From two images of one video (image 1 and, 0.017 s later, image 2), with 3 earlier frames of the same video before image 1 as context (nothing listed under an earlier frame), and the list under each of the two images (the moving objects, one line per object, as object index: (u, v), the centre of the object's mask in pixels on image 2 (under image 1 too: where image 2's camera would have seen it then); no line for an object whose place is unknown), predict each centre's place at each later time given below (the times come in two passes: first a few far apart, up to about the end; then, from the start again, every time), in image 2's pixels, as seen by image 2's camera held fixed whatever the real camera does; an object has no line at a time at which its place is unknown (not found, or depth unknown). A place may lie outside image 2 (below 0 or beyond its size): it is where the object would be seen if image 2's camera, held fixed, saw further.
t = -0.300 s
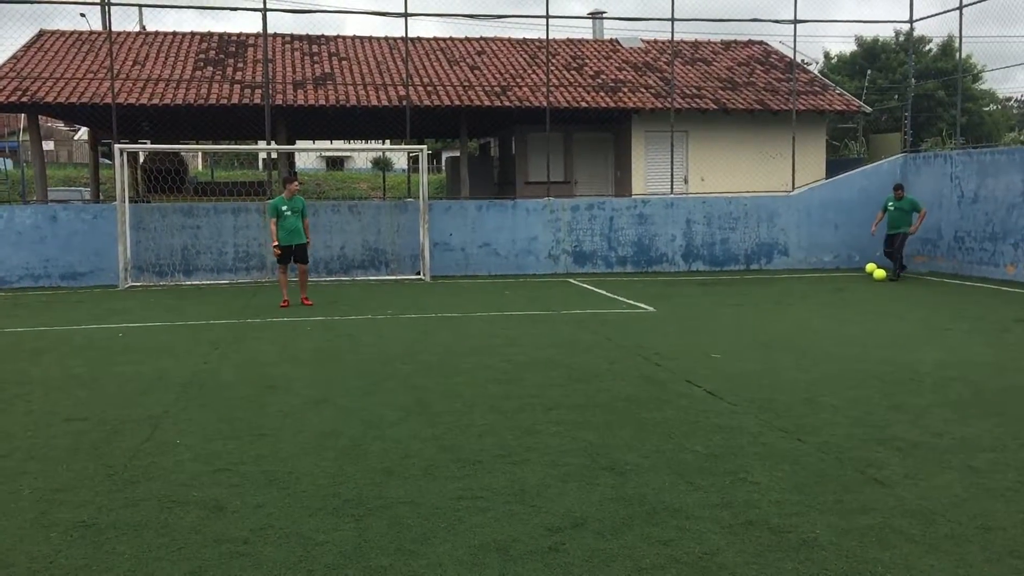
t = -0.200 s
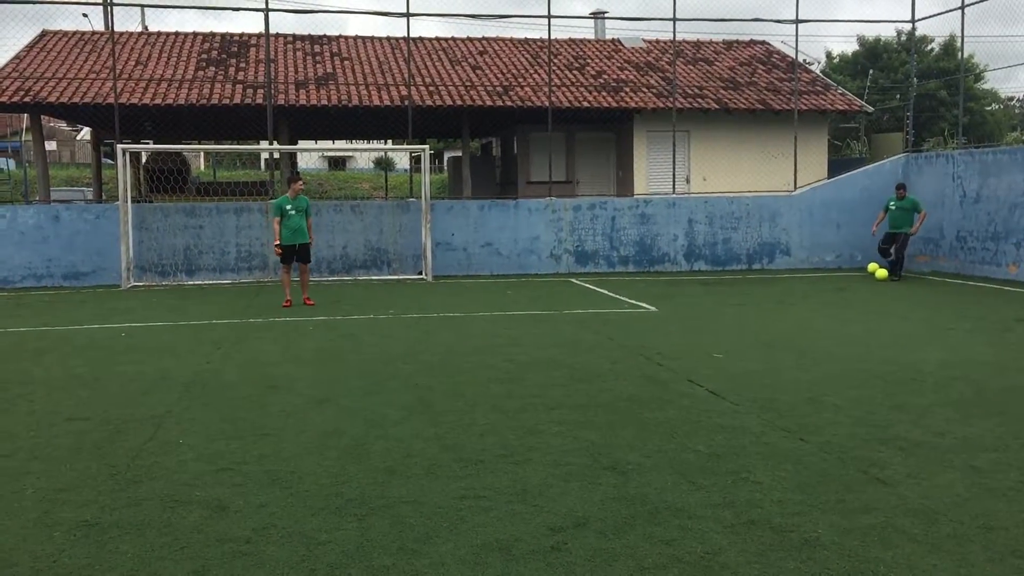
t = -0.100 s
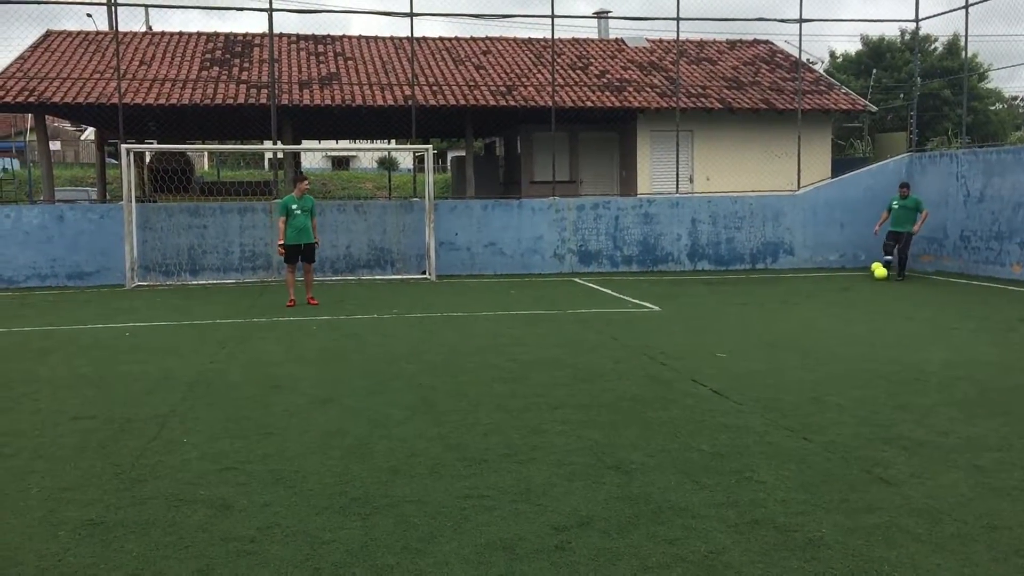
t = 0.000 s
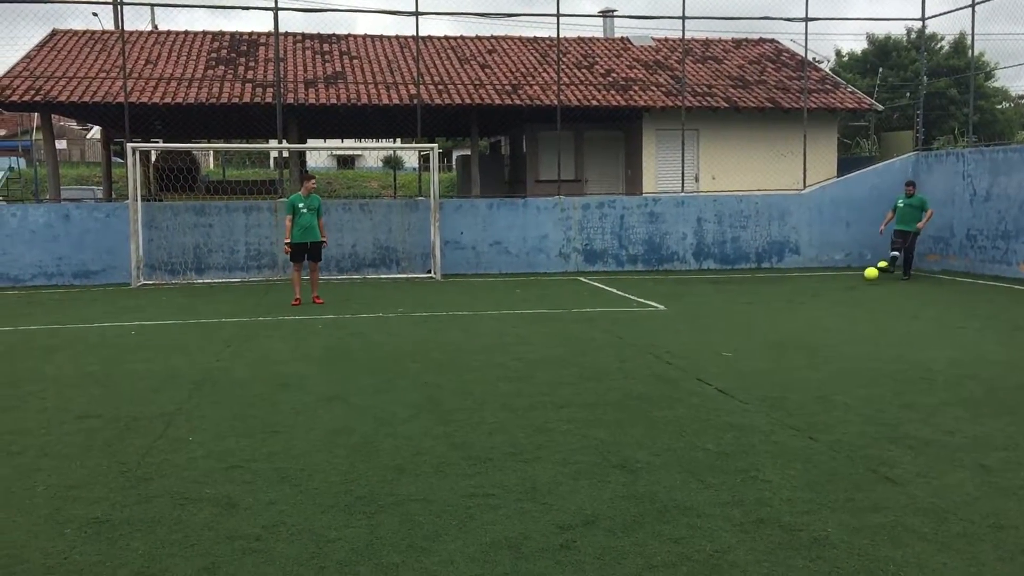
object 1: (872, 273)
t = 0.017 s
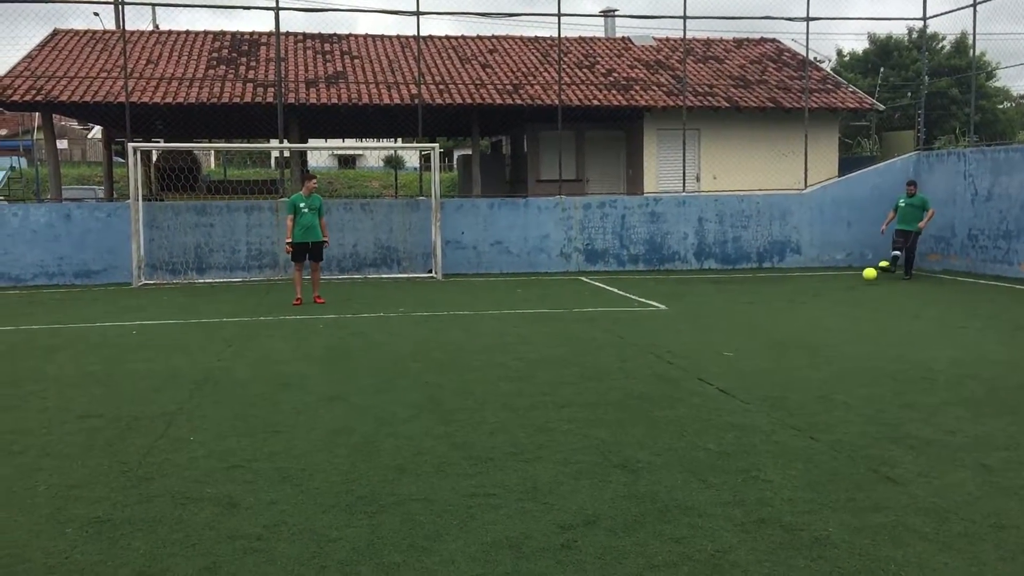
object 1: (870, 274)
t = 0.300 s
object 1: (822, 288)
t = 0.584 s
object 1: (781, 294)
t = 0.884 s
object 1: (741, 304)
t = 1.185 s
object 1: (696, 316)
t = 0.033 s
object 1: (867, 275)
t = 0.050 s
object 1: (864, 276)
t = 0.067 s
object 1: (861, 277)
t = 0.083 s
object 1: (858, 278)
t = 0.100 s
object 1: (855, 280)
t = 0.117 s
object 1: (852, 282)
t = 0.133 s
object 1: (850, 282)
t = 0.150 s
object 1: (847, 282)
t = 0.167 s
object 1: (845, 282)
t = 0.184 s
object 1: (842, 282)
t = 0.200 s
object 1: (839, 282)
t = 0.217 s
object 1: (836, 283)
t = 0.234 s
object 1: (834, 283)
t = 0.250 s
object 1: (831, 284)
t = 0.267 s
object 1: (828, 285)
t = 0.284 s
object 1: (825, 287)
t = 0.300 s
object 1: (822, 288)
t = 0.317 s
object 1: (820, 288)
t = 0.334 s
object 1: (817, 288)
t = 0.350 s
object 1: (815, 287)
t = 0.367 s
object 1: (813, 287)
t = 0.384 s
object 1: (810, 287)
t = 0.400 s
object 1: (808, 287)
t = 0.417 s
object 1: (805, 288)
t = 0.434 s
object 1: (803, 288)
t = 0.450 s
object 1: (800, 289)
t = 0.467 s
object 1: (798, 290)
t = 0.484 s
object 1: (795, 291)
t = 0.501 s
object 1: (792, 292)
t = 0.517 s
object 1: (790, 294)
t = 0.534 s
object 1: (787, 296)
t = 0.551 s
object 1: (785, 296)
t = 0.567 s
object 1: (783, 295)
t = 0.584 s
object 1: (781, 294)
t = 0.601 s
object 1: (779, 294)
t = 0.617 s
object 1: (777, 294)
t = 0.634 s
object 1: (775, 294)
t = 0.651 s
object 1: (773, 294)
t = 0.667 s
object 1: (770, 294)
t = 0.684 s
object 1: (768, 294)
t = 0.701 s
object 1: (766, 295)
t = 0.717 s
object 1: (764, 296)
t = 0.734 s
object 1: (761, 298)
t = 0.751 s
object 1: (759, 299)
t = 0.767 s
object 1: (757, 301)
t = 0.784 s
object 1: (755, 303)
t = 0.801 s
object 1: (752, 304)
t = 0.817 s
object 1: (750, 304)
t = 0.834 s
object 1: (748, 303)
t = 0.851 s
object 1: (746, 304)
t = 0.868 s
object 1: (743, 303)
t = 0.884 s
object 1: (741, 304)
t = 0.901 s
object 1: (738, 304)
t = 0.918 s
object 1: (736, 305)
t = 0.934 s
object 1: (733, 306)
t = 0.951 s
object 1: (731, 308)
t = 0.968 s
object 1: (728, 309)
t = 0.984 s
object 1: (726, 311)
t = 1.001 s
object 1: (723, 310)
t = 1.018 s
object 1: (721, 310)
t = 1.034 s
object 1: (719, 310)
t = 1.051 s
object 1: (716, 310)
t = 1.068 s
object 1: (714, 311)
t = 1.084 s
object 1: (711, 312)
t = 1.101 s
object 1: (708, 313)
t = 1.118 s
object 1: (706, 314)
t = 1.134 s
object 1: (703, 316)
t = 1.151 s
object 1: (701, 316)
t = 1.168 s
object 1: (698, 315)
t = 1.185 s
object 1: (696, 316)
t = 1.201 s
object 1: (693, 316)
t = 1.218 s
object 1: (690, 316)
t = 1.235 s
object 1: (687, 317)
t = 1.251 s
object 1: (684, 318)
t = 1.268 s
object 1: (682, 320)
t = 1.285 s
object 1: (679, 322)
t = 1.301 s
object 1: (676, 322)
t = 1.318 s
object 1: (674, 322)
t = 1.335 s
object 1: (671, 322)
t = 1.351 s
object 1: (668, 323)
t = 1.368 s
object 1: (665, 323)
